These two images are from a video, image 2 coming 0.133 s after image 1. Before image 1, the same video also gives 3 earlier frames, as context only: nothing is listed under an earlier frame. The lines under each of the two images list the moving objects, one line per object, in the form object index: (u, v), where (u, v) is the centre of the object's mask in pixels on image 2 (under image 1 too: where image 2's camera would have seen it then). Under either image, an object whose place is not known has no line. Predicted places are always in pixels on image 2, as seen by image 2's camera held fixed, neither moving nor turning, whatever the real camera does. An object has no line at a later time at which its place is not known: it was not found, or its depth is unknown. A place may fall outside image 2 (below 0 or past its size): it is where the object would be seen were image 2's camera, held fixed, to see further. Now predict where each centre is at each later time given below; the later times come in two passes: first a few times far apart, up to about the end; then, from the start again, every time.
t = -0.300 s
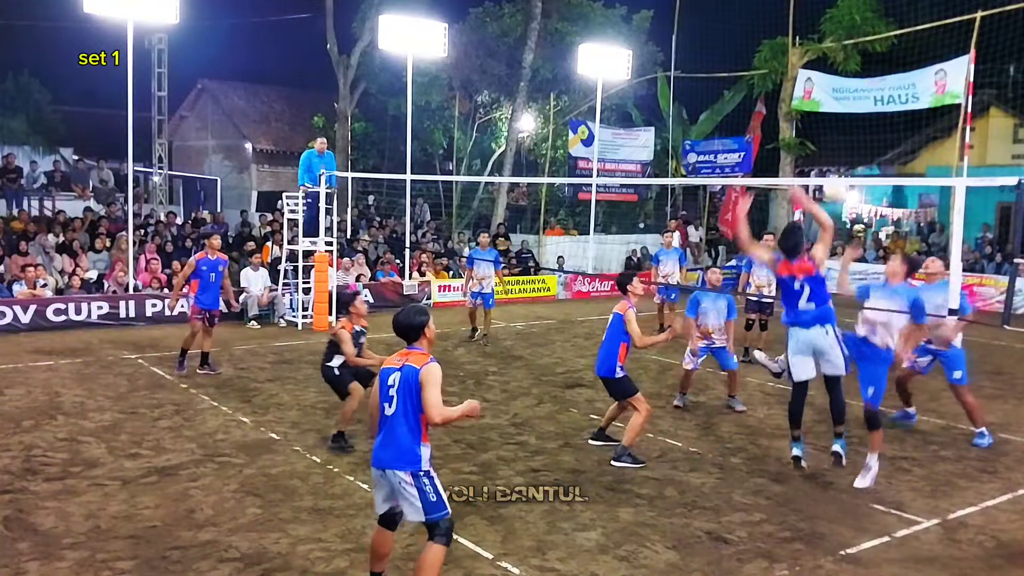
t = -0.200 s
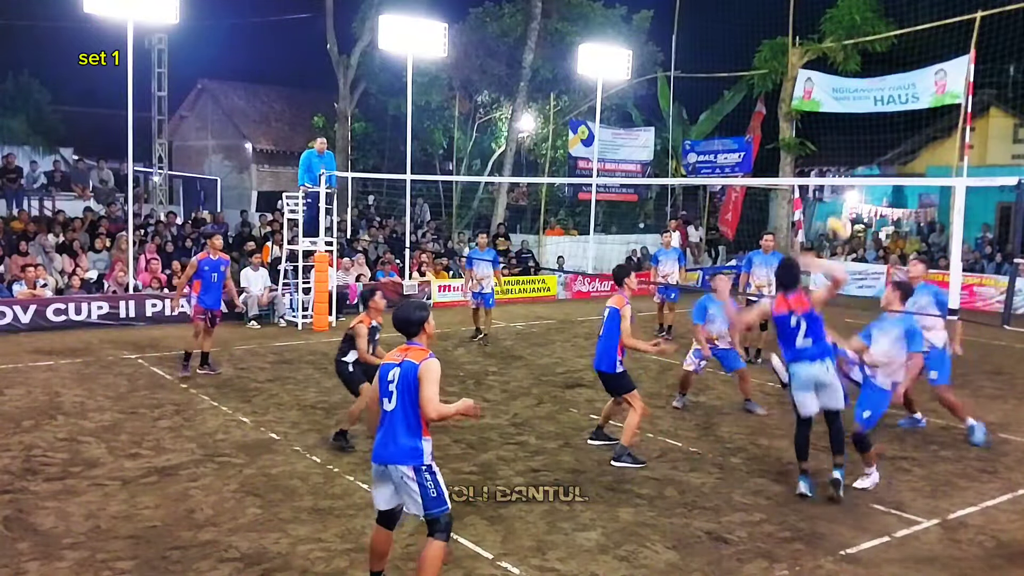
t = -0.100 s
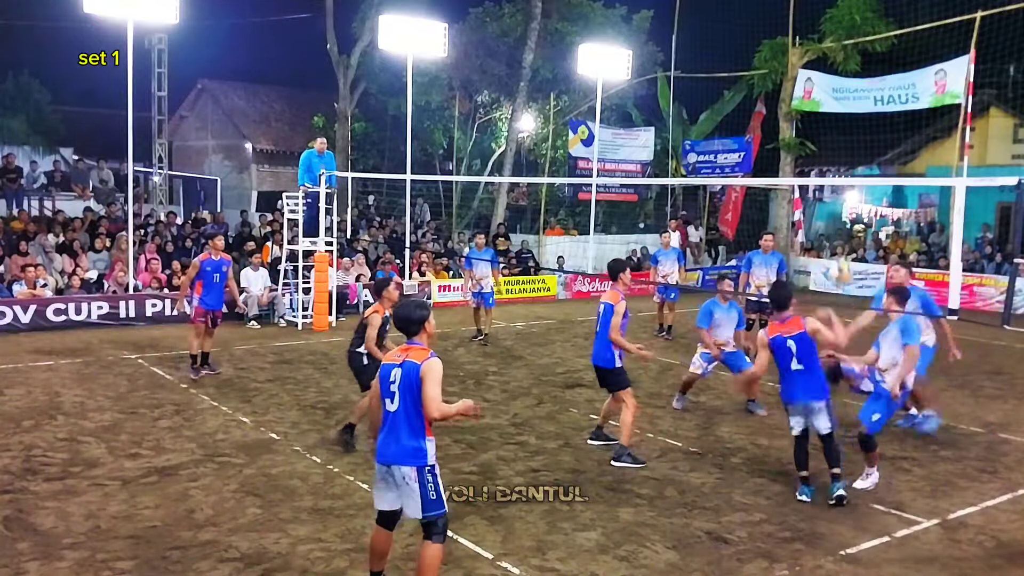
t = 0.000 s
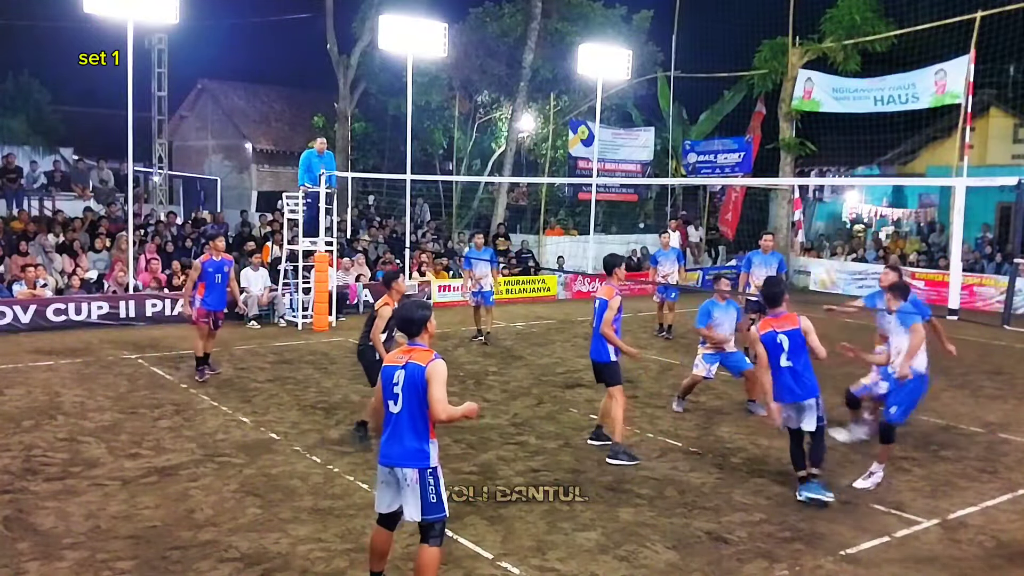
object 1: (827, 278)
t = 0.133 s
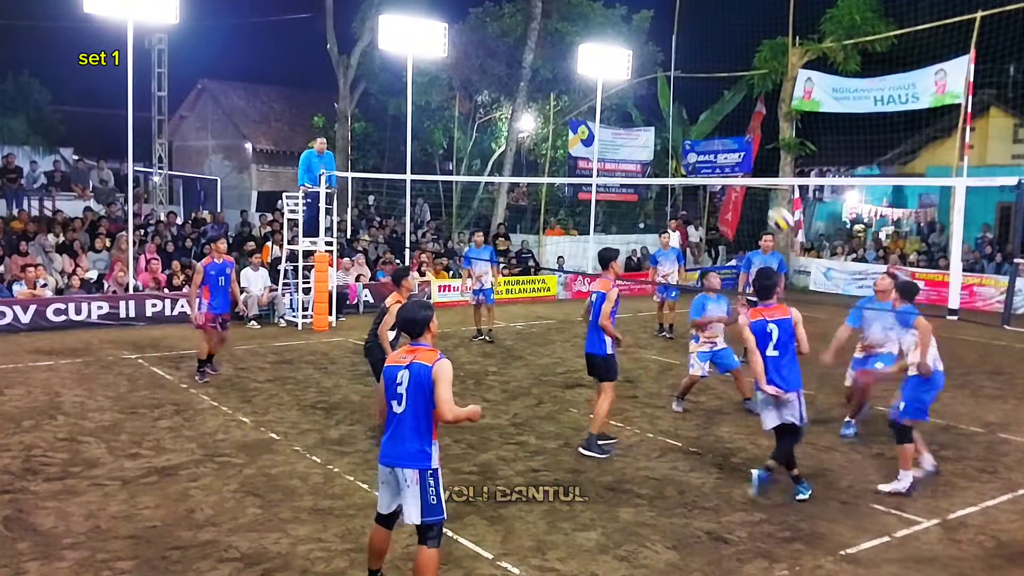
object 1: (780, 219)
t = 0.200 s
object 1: (758, 199)
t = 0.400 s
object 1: (693, 165)
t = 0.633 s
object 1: (626, 172)
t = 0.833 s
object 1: (574, 218)
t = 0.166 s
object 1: (768, 208)
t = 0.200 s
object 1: (758, 199)
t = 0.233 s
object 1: (748, 192)
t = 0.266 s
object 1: (737, 182)
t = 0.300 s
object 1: (726, 173)
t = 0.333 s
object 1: (716, 170)
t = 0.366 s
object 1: (705, 168)
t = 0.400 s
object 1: (693, 165)
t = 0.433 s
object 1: (684, 163)
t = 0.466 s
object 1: (675, 163)
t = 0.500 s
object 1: (665, 162)
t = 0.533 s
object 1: (656, 164)
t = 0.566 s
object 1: (647, 167)
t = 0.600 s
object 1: (639, 169)
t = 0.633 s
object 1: (626, 172)
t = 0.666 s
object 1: (616, 177)
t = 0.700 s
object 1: (608, 188)
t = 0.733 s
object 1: (600, 193)
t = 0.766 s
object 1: (591, 200)
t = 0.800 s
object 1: (582, 209)
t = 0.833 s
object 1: (574, 218)
